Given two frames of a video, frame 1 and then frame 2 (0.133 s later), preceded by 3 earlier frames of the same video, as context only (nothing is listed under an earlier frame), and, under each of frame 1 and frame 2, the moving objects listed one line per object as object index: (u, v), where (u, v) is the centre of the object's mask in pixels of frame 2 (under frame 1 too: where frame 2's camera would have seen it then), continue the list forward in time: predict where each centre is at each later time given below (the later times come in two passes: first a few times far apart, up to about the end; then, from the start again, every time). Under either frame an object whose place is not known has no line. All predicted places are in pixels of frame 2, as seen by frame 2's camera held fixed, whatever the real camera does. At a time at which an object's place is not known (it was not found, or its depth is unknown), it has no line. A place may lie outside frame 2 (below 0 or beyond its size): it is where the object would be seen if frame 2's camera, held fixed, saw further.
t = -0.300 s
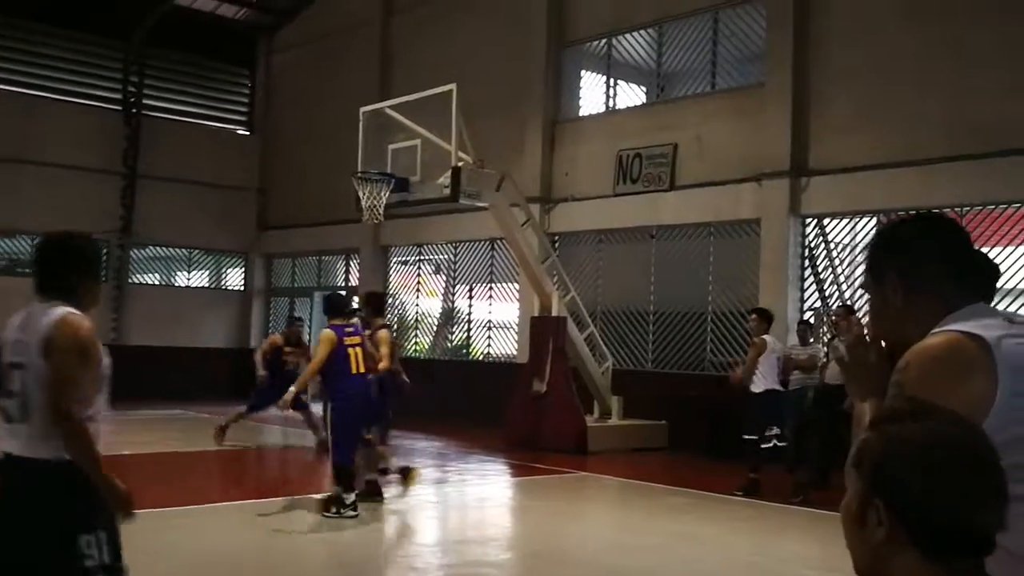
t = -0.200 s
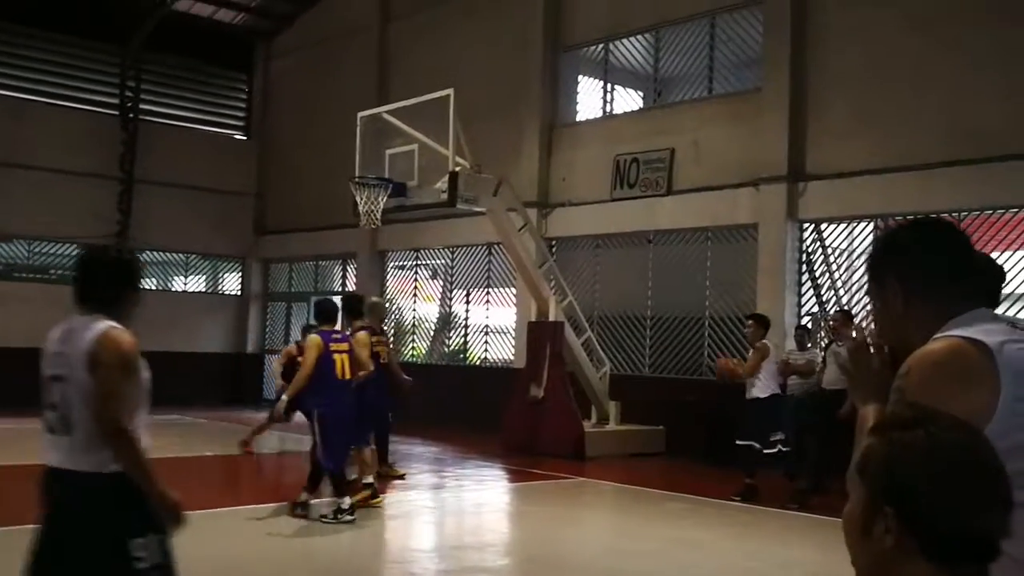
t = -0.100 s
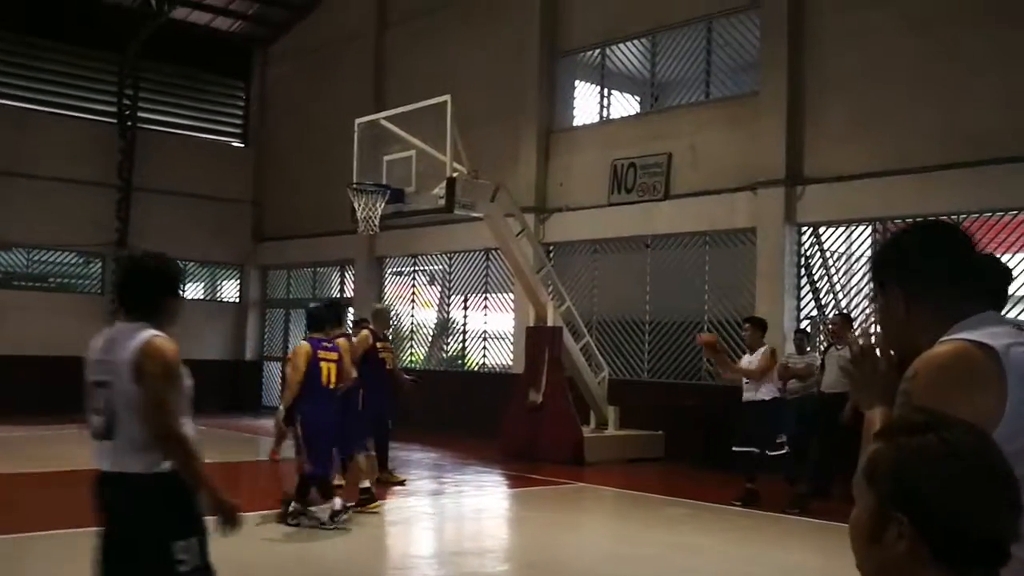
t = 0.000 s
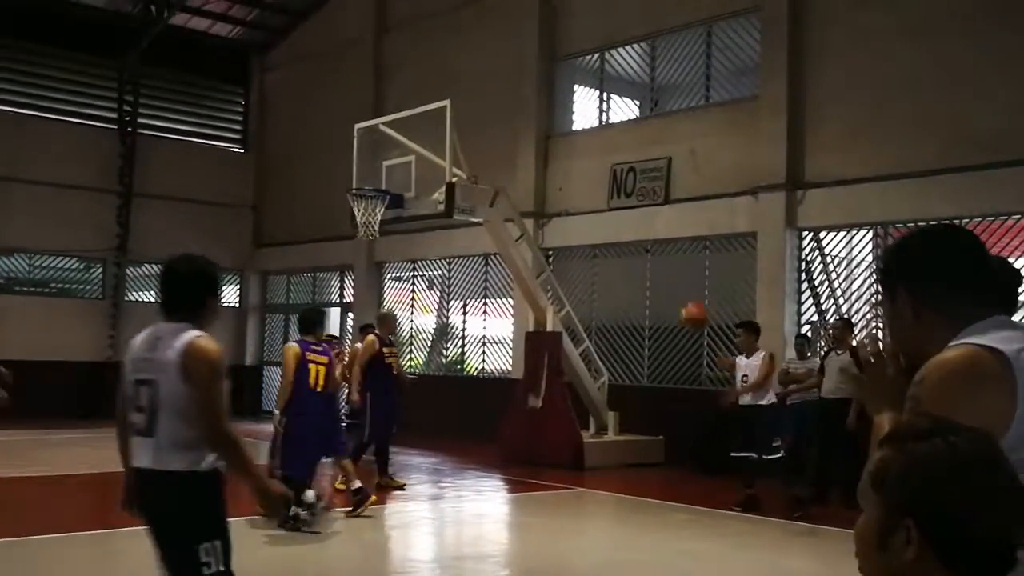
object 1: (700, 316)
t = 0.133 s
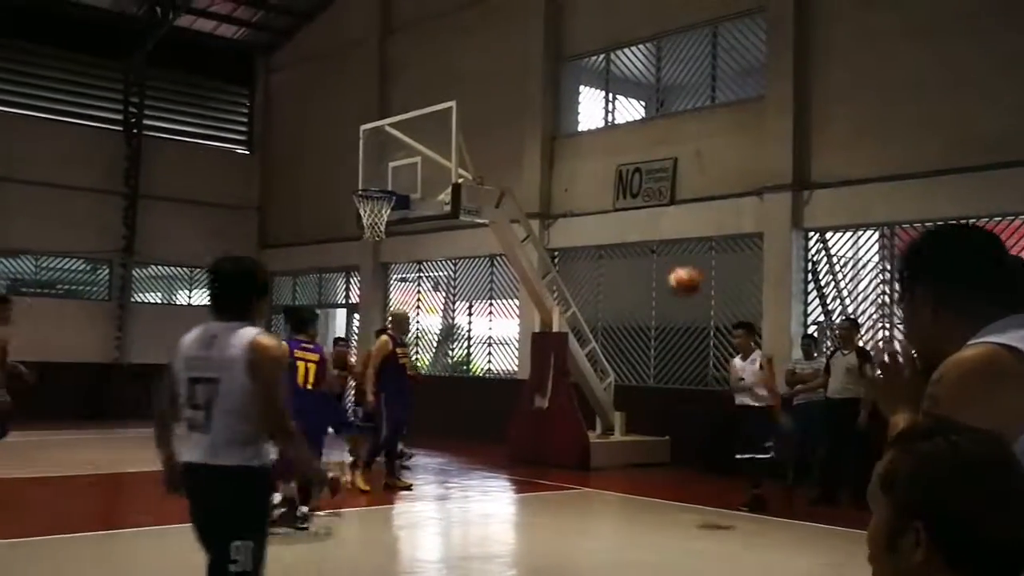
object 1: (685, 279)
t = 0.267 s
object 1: (661, 264)
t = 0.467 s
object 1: (608, 291)
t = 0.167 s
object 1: (679, 274)
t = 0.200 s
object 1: (673, 269)
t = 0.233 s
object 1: (668, 264)
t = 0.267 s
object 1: (661, 264)
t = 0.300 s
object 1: (655, 263)
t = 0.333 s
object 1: (648, 262)
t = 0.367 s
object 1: (639, 268)
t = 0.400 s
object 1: (631, 271)
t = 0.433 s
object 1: (621, 278)
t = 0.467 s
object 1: (608, 291)
